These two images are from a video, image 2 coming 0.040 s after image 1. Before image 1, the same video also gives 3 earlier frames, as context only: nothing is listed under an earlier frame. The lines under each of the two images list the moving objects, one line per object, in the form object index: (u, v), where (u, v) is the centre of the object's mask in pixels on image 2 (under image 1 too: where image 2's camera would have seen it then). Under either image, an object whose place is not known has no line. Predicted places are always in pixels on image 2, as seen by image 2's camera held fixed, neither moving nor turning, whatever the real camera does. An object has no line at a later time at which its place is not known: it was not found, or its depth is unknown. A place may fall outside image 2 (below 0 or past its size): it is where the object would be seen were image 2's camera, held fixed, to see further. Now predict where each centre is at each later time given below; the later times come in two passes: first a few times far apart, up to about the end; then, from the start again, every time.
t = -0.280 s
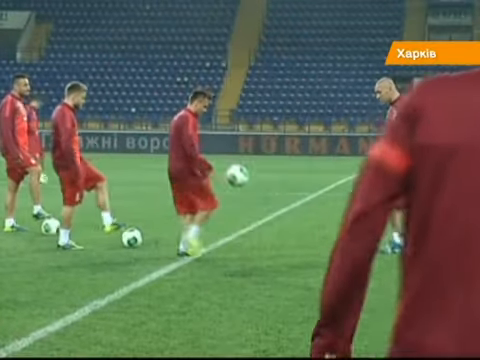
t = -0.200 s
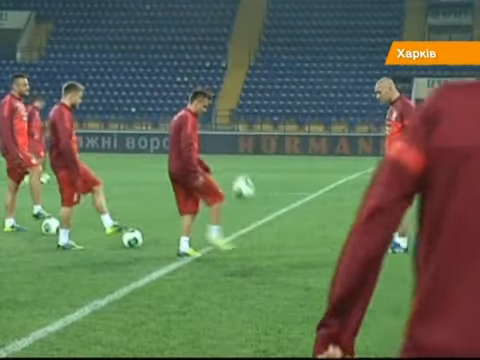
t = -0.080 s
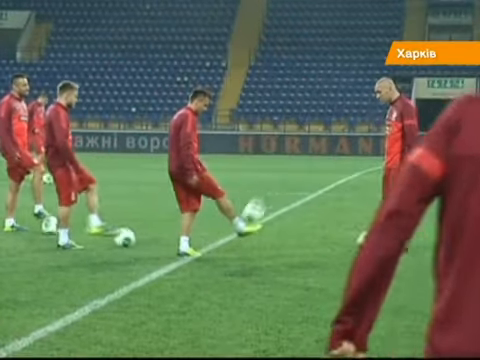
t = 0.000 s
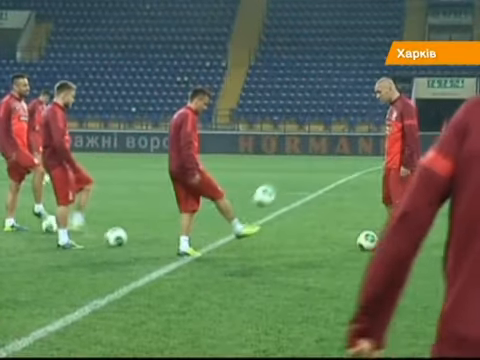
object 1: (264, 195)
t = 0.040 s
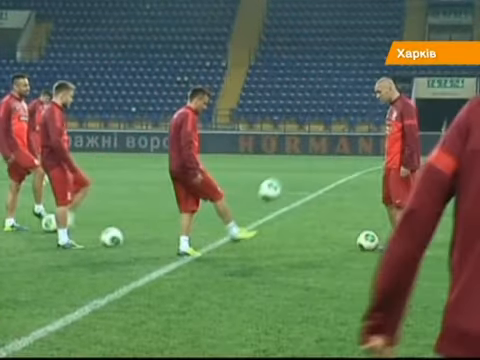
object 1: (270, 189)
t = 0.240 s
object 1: (295, 182)
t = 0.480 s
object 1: (327, 223)
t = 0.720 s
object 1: (341, 216)
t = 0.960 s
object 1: (353, 227)
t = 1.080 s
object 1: (349, 234)
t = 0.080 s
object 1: (275, 185)
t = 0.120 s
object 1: (280, 182)
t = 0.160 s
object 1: (285, 180)
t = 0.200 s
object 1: (290, 181)
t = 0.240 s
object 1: (295, 182)
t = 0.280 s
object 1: (301, 185)
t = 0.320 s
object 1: (306, 189)
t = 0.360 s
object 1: (311, 195)
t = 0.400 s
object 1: (316, 202)
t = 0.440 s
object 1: (322, 212)
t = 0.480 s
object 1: (327, 223)
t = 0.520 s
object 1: (332, 234)
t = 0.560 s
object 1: (335, 237)
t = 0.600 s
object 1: (337, 229)
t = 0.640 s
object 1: (339, 224)
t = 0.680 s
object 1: (341, 220)
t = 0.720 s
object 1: (341, 216)
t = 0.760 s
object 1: (345, 214)
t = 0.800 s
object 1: (346, 214)
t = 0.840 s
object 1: (348, 215)
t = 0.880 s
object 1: (350, 217)
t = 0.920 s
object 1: (351, 221)
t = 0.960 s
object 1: (353, 227)
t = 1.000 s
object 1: (352, 229)
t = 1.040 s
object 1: (351, 231)
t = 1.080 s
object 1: (349, 234)
